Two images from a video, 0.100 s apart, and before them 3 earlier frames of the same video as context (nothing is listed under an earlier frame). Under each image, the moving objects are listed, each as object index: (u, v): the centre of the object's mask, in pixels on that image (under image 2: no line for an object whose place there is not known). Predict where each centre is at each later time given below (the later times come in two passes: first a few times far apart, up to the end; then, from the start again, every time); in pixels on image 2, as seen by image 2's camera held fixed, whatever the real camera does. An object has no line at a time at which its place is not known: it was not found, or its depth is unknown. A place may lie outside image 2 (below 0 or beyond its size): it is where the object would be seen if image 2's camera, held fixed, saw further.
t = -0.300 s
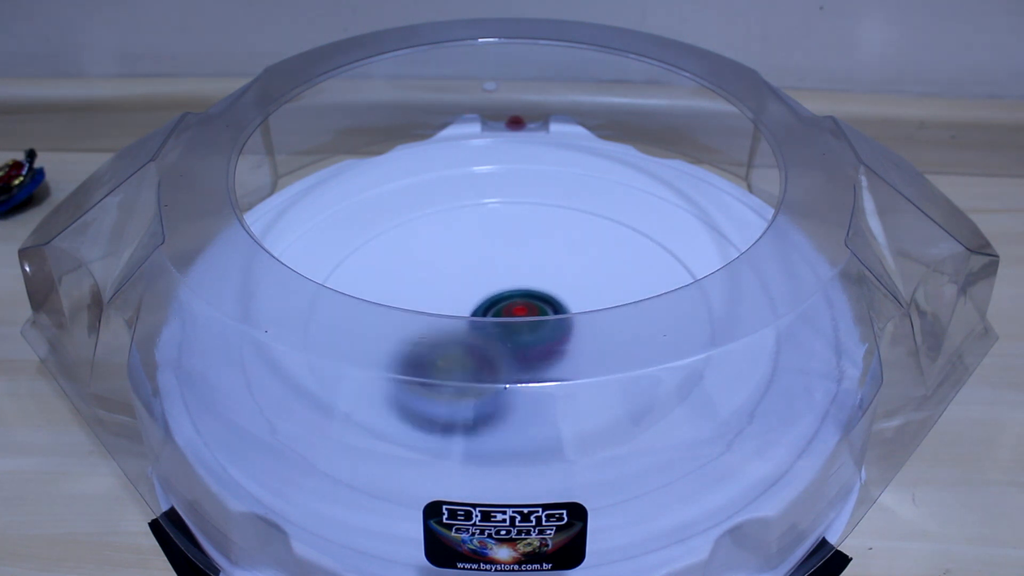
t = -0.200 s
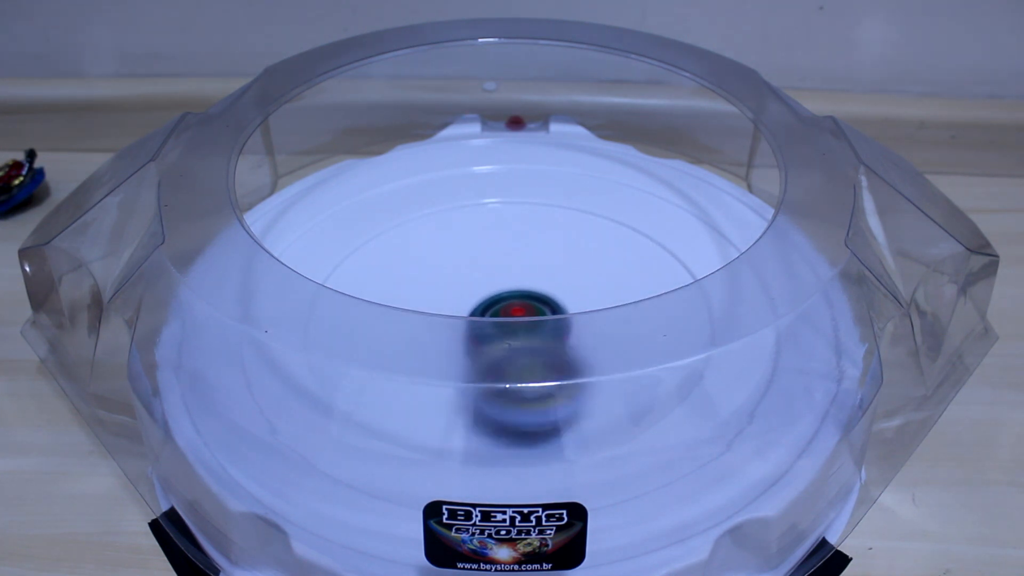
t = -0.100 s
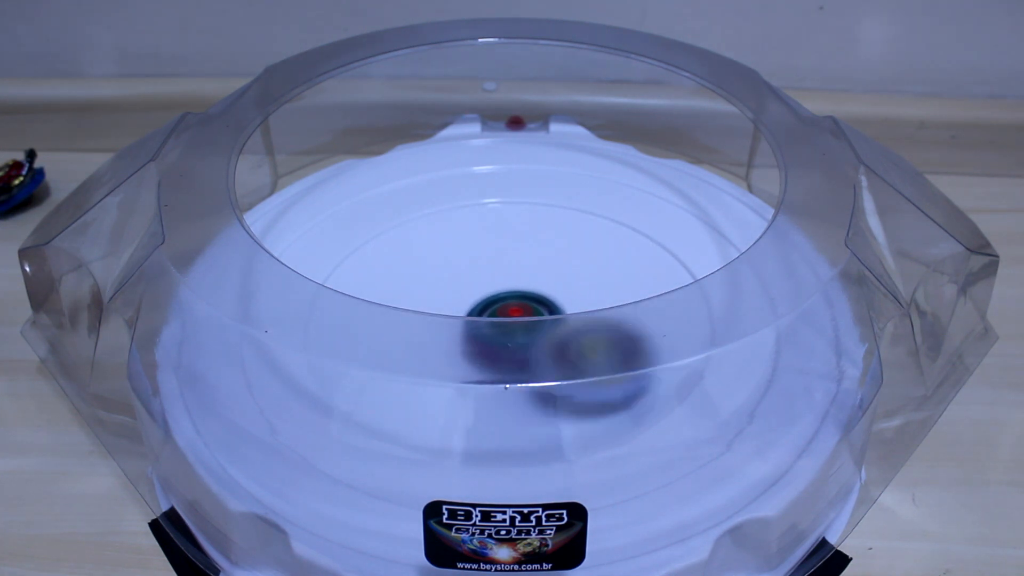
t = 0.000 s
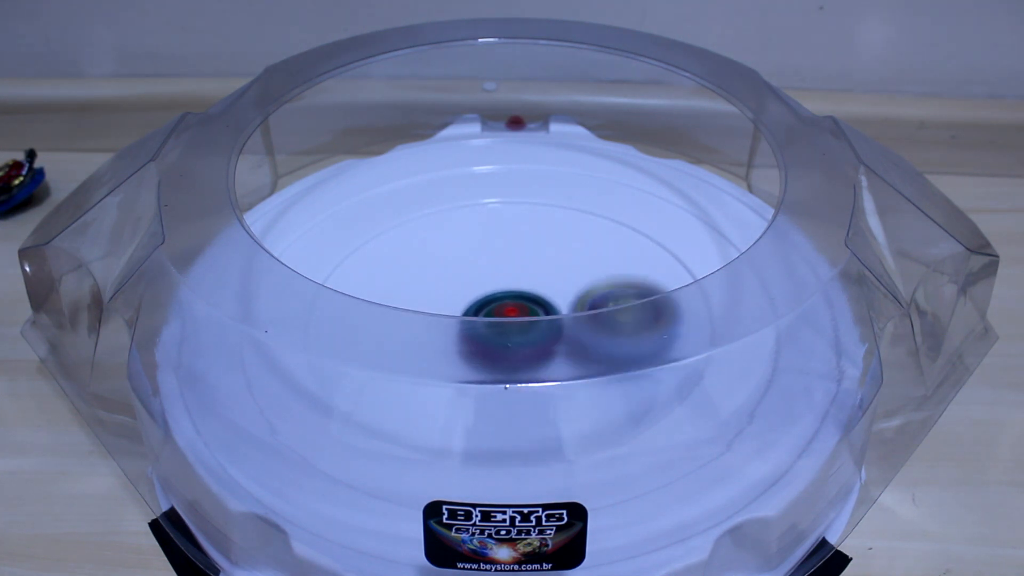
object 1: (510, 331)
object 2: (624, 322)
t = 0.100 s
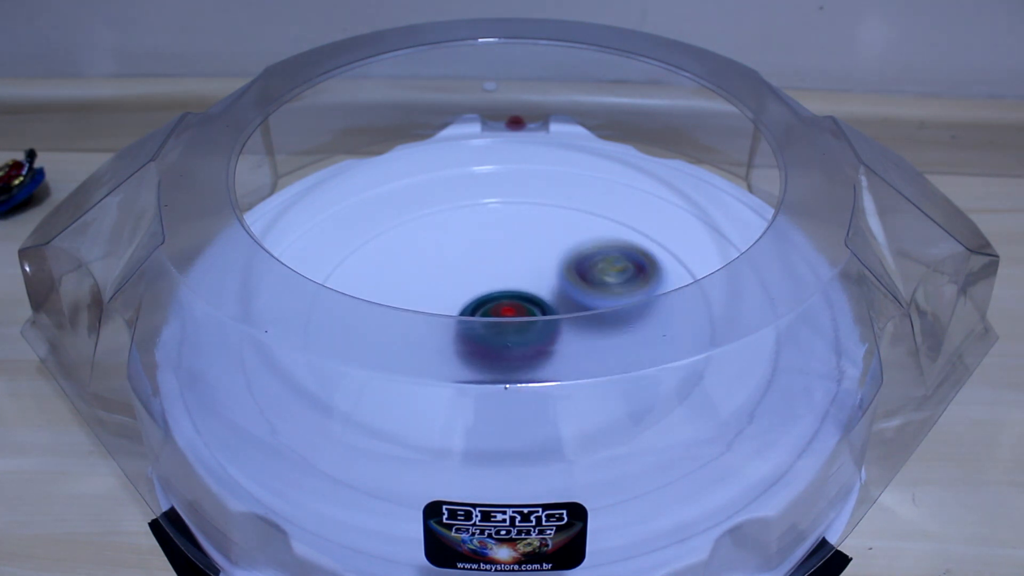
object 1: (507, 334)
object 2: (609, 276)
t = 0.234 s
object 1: (502, 333)
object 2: (544, 245)
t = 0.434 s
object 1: (496, 331)
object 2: (421, 261)
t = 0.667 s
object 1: (492, 325)
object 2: (399, 355)
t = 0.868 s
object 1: (480, 317)
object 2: (534, 381)
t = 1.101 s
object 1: (485, 319)
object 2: (605, 295)
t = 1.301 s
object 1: (488, 316)
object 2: (528, 237)
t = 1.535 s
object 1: (494, 313)
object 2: (401, 265)
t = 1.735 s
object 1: (503, 310)
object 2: (414, 352)
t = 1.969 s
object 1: (504, 306)
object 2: (567, 361)
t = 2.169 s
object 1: (515, 312)
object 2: (619, 281)
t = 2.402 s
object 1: (528, 314)
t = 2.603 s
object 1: (530, 316)
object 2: (429, 274)
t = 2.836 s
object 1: (532, 313)
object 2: (456, 367)
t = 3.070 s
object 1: (513, 321)
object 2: (592, 364)
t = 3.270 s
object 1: (506, 331)
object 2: (609, 281)
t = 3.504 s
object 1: (495, 336)
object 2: (491, 255)
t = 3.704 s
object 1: (491, 337)
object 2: (393, 285)
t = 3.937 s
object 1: (491, 331)
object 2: (403, 366)
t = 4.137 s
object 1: (483, 313)
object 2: (526, 376)
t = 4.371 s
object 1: (484, 306)
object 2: (587, 299)
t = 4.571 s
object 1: (476, 302)
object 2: (566, 244)
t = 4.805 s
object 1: (482, 317)
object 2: (462, 234)
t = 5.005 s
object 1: (516, 357)
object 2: (404, 267)
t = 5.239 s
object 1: (574, 364)
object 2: (457, 306)
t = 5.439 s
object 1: (592, 356)
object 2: (477, 268)
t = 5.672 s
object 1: (582, 344)
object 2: (455, 277)
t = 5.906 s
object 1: (596, 345)
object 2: (464, 277)
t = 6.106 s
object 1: (569, 337)
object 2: (462, 286)
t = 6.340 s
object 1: (749, 459)
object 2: (375, 177)
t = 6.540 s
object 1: (619, 439)
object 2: (389, 175)
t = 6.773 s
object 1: (502, 367)
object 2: (416, 164)
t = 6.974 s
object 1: (416, 274)
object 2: (462, 159)
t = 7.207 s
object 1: (468, 306)
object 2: (505, 183)
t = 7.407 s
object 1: (542, 312)
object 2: (495, 258)
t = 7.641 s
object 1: (550, 343)
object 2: (471, 291)
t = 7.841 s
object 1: (554, 338)
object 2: (443, 303)
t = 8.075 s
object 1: (528, 339)
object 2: (393, 327)
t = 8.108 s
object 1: (530, 340)
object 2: (389, 329)
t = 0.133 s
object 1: (505, 334)
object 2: (599, 268)
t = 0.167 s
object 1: (504, 333)
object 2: (583, 258)
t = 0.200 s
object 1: (503, 333)
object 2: (565, 251)
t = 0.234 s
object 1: (502, 333)
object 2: (544, 245)
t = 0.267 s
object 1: (501, 333)
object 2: (522, 243)
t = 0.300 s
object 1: (500, 332)
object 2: (500, 246)
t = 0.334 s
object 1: (499, 332)
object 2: (479, 244)
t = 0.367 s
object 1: (498, 332)
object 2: (458, 247)
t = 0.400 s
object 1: (497, 331)
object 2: (438, 253)
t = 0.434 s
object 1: (496, 331)
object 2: (421, 261)
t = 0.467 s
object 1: (495, 330)
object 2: (405, 270)
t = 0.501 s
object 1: (493, 329)
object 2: (394, 283)
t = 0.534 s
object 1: (493, 329)
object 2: (387, 297)
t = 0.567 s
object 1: (491, 328)
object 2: (383, 312)
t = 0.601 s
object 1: (491, 326)
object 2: (383, 327)
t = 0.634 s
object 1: (491, 326)
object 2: (388, 342)
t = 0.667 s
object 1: (492, 325)
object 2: (399, 355)
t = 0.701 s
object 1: (492, 323)
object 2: (416, 367)
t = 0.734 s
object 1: (494, 317)
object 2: (435, 376)
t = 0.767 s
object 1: (490, 314)
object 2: (457, 382)
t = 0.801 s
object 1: (487, 313)
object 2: (484, 385)
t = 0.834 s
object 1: (483, 315)
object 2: (511, 383)
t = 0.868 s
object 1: (480, 317)
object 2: (534, 381)
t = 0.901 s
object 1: (482, 321)
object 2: (556, 374)
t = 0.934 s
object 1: (483, 321)
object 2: (576, 364)
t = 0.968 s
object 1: (484, 321)
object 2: (589, 353)
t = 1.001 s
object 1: (484, 321)
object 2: (600, 336)
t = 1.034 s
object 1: (485, 320)
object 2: (606, 324)
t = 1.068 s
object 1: (485, 319)
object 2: (607, 308)
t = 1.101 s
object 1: (485, 319)
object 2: (605, 295)
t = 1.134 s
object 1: (485, 319)
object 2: (598, 277)
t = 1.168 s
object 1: (485, 318)
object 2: (590, 269)
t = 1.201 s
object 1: (486, 318)
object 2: (578, 258)
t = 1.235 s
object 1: (487, 317)
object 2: (564, 250)
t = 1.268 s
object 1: (487, 317)
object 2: (546, 242)
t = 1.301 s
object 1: (488, 316)
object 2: (528, 237)
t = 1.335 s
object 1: (489, 316)
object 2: (508, 234)
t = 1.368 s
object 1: (490, 315)
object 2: (487, 233)
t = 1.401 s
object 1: (491, 315)
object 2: (467, 235)
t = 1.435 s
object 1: (491, 314)
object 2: (447, 239)
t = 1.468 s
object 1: (492, 314)
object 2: (430, 245)
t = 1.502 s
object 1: (493, 313)
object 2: (414, 255)
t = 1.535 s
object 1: (494, 313)
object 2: (401, 265)
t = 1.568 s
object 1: (495, 312)
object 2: (393, 279)
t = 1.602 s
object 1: (497, 311)
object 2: (388, 293)
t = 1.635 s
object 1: (497, 310)
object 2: (387, 309)
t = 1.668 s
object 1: (499, 310)
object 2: (390, 325)
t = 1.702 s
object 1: (501, 311)
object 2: (400, 338)
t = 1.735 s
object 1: (503, 310)
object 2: (414, 352)
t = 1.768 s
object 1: (505, 307)
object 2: (432, 362)
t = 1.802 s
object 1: (507, 304)
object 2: (454, 368)
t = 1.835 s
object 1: (504, 297)
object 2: (477, 371)
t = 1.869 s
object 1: (505, 297)
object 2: (502, 371)
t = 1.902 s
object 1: (506, 297)
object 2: (523, 372)
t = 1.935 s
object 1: (503, 303)
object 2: (548, 367)
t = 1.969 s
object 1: (504, 306)
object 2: (567, 361)
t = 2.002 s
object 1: (506, 309)
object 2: (583, 351)
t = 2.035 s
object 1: (507, 309)
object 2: (597, 336)
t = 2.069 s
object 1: (510, 311)
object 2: (608, 324)
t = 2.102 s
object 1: (512, 311)
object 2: (615, 312)
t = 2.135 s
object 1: (513, 312)
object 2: (619, 298)
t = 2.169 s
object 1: (515, 312)
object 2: (619, 281)
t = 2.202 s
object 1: (518, 313)
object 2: (613, 271)
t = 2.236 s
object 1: (520, 313)
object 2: (609, 261)
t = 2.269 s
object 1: (522, 313)
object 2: (598, 250)
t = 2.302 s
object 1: (524, 313)
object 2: (585, 241)
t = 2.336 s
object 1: (526, 314)
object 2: (567, 234)
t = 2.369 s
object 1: (527, 314)
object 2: (548, 231)
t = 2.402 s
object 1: (528, 314)
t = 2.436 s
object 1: (529, 315)
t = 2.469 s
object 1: (530, 314)
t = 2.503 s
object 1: (530, 315)
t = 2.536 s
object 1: (530, 315)
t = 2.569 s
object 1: (530, 315)
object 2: (440, 263)
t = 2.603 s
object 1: (530, 316)
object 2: (429, 274)
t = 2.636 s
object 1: (530, 316)
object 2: (423, 291)
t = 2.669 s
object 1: (531, 314)
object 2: (418, 304)
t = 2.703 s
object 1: (530, 315)
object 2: (416, 320)
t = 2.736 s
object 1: (529, 316)
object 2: (421, 333)
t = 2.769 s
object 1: (529, 317)
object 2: (428, 346)
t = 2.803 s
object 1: (531, 317)
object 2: (440, 359)
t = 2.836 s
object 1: (532, 313)
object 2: (456, 367)
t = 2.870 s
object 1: (532, 312)
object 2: (471, 375)
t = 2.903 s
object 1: (530, 310)
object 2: (491, 379)
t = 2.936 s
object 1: (526, 310)
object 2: (513, 380)
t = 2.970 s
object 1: (522, 310)
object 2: (533, 380)
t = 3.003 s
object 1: (518, 314)
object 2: (557, 378)
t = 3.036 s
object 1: (514, 317)
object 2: (575, 373)
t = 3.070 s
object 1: (513, 321)
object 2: (592, 364)
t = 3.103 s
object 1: (514, 325)
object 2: (607, 354)
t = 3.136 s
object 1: (514, 326)
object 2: (618, 338)
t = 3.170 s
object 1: (513, 326)
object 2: (623, 326)
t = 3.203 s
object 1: (511, 326)
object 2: (623, 313)
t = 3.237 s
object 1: (508, 330)
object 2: (620, 300)
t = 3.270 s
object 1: (506, 331)
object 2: (609, 281)
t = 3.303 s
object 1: (504, 332)
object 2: (599, 276)
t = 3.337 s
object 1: (503, 332)
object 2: (587, 271)
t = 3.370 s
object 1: (501, 333)
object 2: (570, 265)
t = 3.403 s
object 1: (499, 334)
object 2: (551, 258)
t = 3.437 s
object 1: (498, 335)
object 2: (532, 255)
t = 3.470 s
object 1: (497, 335)
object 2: (512, 254)
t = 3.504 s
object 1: (495, 336)
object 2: (491, 255)
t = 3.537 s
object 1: (495, 336)
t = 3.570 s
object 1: (494, 336)
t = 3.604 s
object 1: (493, 337)
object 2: (437, 269)
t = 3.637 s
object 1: (493, 337)
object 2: (420, 272)
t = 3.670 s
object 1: (492, 337)
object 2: (406, 274)
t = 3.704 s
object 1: (491, 337)
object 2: (393, 285)
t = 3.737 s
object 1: (490, 336)
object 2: (382, 294)
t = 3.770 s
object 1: (489, 336)
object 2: (374, 305)
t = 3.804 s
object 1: (488, 336)
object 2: (370, 317)
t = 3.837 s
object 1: (487, 335)
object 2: (370, 331)
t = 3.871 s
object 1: (487, 335)
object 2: (375, 343)
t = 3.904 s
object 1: (489, 333)
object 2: (385, 355)
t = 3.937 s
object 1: (491, 331)
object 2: (403, 366)
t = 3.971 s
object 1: (493, 327)
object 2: (420, 373)
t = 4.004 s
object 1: (493, 323)
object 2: (439, 379)
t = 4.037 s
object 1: (492, 315)
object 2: (461, 381)
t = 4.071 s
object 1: (490, 312)
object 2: (485, 381)
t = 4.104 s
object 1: (486, 310)
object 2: (505, 377)
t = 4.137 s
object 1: (483, 313)
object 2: (526, 376)
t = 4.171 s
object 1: (482, 313)
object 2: (544, 369)
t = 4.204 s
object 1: (483, 313)
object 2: (559, 361)
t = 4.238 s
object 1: (484, 312)
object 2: (573, 351)
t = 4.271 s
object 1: (485, 311)
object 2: (580, 337)
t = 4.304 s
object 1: (485, 309)
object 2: (586, 324)
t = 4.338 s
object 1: (485, 308)
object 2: (586, 311)
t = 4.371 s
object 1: (484, 306)
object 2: (587, 299)
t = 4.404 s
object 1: (477, 304)
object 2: (592, 292)
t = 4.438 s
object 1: (474, 303)
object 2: (591, 276)
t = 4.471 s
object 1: (473, 302)
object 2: (590, 270)
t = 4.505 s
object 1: (474, 302)
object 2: (585, 261)
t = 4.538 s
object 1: (475, 302)
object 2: (577, 251)
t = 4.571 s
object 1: (476, 302)
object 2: (566, 244)
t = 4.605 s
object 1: (478, 302)
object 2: (554, 238)
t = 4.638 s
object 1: (479, 303)
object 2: (539, 233)
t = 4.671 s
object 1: (479, 305)
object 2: (522, 231)
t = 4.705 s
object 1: (478, 310)
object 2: (508, 226)
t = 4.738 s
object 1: (479, 313)
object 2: (492, 226)
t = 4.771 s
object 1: (481, 315)
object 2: (476, 229)
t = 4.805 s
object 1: (482, 317)
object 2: (462, 234)
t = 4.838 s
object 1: (483, 321)
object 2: (448, 241)
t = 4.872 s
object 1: (487, 326)
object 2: (435, 250)
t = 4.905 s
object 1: (493, 335)
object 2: (427, 254)
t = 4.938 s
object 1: (501, 345)
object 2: (417, 256)
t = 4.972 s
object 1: (508, 353)
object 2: (410, 261)
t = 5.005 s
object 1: (516, 357)
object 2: (404, 267)
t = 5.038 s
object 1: (522, 358)
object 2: (403, 273)
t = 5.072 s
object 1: (527, 359)
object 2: (405, 290)
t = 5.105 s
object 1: (531, 359)
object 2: (415, 300)
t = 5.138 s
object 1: (535, 358)
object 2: (428, 309)
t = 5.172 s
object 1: (544, 359)
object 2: (443, 313)
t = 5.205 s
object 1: (561, 363)
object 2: (449, 310)
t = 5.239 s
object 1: (574, 364)
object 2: (457, 306)
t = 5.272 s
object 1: (582, 363)
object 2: (464, 302)
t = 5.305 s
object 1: (587, 362)
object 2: (471, 296)
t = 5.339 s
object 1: (590, 361)
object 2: (476, 284)
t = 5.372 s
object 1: (592, 359)
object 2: (479, 280)
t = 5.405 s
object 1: (593, 357)
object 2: (480, 274)
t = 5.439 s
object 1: (592, 356)
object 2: (477, 268)
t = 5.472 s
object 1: (592, 354)
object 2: (473, 263)
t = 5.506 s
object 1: (591, 347)
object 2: (468, 259)
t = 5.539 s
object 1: (591, 346)
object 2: (462, 256)
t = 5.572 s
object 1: (590, 345)
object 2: (456, 259)
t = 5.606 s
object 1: (588, 344)
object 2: (452, 264)
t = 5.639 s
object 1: (585, 343)
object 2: (451, 272)
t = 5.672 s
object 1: (582, 344)
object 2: (455, 277)
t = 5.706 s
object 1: (578, 342)
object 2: (462, 283)
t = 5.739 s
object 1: (573, 341)
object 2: (473, 286)
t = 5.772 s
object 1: (580, 344)
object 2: (476, 288)
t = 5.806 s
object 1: (592, 345)
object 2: (472, 285)
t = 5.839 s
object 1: (597, 351)
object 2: (470, 282)
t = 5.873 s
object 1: (598, 351)
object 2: (467, 279)
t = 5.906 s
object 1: (596, 345)
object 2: (464, 277)
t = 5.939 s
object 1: (593, 344)
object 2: (460, 277)
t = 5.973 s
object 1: (590, 344)
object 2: (458, 276)
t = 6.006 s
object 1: (585, 342)
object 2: (456, 278)
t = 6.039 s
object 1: (580, 340)
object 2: (456, 280)
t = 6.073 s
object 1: (575, 339)
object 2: (458, 283)
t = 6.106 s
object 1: (569, 337)
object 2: (462, 286)
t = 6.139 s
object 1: (567, 337)
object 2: (467, 286)
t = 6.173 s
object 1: (609, 354)
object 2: (443, 262)
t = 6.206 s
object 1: (644, 376)
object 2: (417, 228)
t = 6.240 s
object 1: (679, 405)
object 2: (401, 200)
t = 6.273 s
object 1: (717, 439)
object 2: (390, 177)
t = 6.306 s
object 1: (748, 466)
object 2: (382, 172)
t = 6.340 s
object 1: (749, 459)
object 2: (375, 177)
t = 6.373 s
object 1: (726, 456)
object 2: (376, 170)
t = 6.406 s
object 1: (704, 459)
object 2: (378, 171)
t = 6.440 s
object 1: (682, 449)
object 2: (380, 177)
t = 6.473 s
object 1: (660, 442)
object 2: (381, 171)
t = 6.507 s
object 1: (640, 444)
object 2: (384, 173)
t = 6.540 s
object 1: (619, 439)
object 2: (389, 175)
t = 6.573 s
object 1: (603, 433)
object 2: (392, 175)
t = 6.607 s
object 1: (588, 422)
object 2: (395, 174)
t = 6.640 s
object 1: (565, 420)
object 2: (398, 173)
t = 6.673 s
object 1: (547, 410)
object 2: (400, 171)
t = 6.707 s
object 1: (529, 395)
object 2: (404, 168)
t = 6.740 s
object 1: (513, 381)
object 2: (410, 166)
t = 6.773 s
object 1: (502, 367)
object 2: (416, 164)
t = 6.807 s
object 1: (489, 350)
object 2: (424, 162)
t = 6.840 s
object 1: (475, 331)
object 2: (431, 160)
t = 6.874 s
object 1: (462, 313)
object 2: (439, 159)
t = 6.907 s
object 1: (449, 292)
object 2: (446, 158)
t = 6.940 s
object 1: (431, 282)
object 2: (454, 158)
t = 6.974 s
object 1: (416, 274)
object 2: (462, 159)
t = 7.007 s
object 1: (405, 269)
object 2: (470, 159)
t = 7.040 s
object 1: (400, 269)
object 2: (476, 160)
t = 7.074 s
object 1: (400, 271)
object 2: (484, 165)
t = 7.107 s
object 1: (409, 277)
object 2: (490, 167)
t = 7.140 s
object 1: (423, 293)
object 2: (496, 171)
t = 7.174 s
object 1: (446, 301)
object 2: (501, 175)
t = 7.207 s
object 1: (468, 306)
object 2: (505, 183)
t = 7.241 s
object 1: (490, 307)
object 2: (507, 195)
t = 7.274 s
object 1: (510, 308)
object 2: (505, 211)
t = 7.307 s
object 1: (526, 308)
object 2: (502, 223)
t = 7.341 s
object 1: (537, 302)
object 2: (500, 237)
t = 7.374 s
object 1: (543, 299)
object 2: (497, 250)
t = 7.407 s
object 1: (542, 312)
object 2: (495, 258)
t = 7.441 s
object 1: (540, 320)
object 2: (492, 264)
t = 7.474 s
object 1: (537, 331)
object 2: (489, 268)
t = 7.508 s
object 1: (538, 338)
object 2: (485, 276)
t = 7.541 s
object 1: (540, 341)
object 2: (481, 280)
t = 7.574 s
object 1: (544, 343)
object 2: (477, 284)
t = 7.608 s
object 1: (548, 343)
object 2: (474, 288)
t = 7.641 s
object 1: (550, 343)
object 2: (471, 291)
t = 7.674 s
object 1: (552, 342)
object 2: (467, 293)
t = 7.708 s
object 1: (553, 341)
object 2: (463, 296)
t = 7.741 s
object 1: (554, 341)
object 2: (460, 297)
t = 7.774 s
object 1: (554, 340)
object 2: (454, 300)
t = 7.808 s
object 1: (555, 339)
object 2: (449, 301)
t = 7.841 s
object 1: (554, 338)
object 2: (443, 303)
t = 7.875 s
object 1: (552, 332)
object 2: (437, 303)
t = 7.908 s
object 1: (547, 331)
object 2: (432, 304)
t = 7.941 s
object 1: (541, 332)
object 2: (425, 303)
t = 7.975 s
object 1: (534, 332)
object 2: (419, 303)
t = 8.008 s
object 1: (530, 335)
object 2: (413, 303)
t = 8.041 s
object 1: (527, 338)
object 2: (407, 302)
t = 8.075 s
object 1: (528, 339)
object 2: (393, 327)
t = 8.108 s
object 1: (530, 340)
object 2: (389, 329)
